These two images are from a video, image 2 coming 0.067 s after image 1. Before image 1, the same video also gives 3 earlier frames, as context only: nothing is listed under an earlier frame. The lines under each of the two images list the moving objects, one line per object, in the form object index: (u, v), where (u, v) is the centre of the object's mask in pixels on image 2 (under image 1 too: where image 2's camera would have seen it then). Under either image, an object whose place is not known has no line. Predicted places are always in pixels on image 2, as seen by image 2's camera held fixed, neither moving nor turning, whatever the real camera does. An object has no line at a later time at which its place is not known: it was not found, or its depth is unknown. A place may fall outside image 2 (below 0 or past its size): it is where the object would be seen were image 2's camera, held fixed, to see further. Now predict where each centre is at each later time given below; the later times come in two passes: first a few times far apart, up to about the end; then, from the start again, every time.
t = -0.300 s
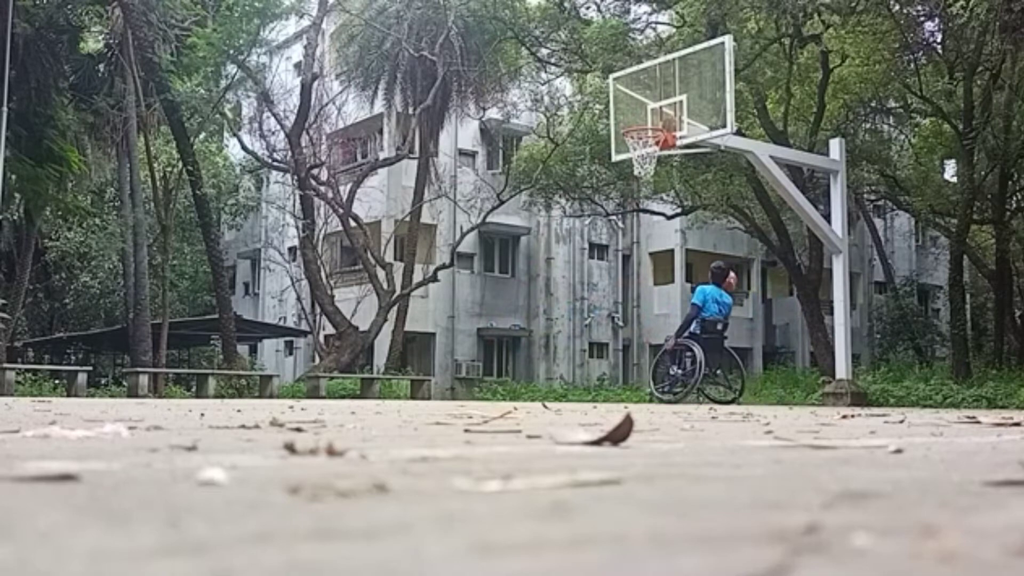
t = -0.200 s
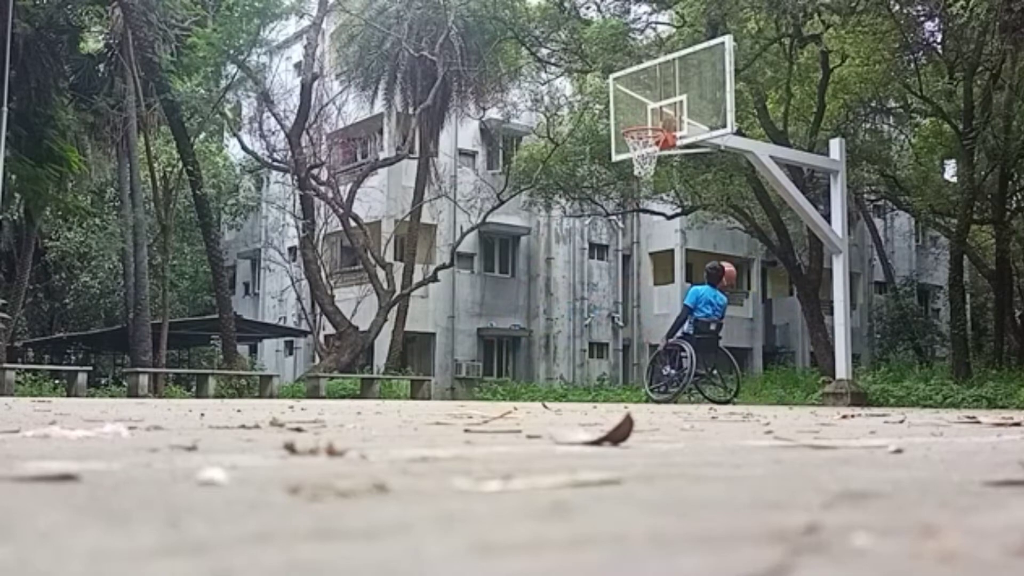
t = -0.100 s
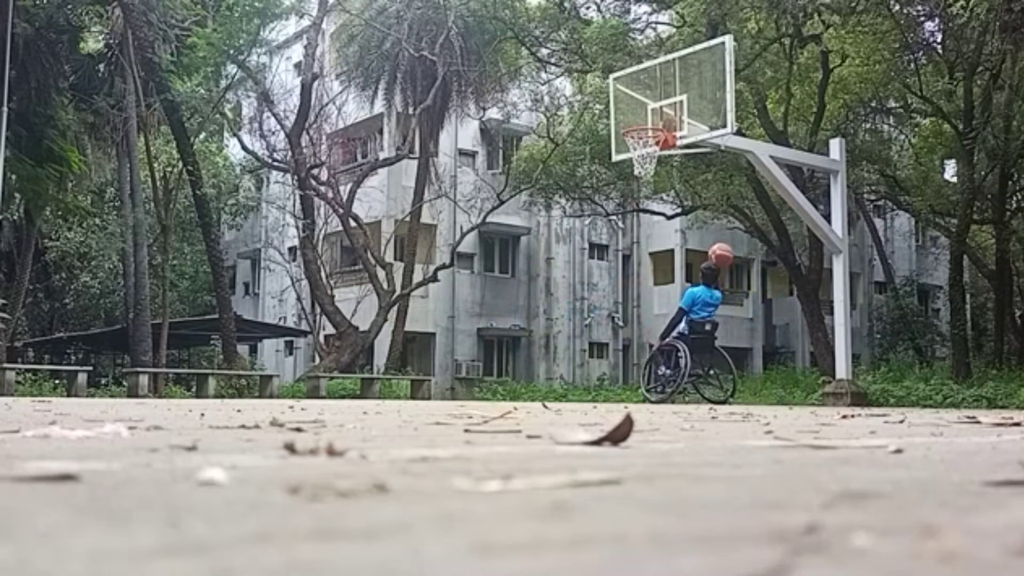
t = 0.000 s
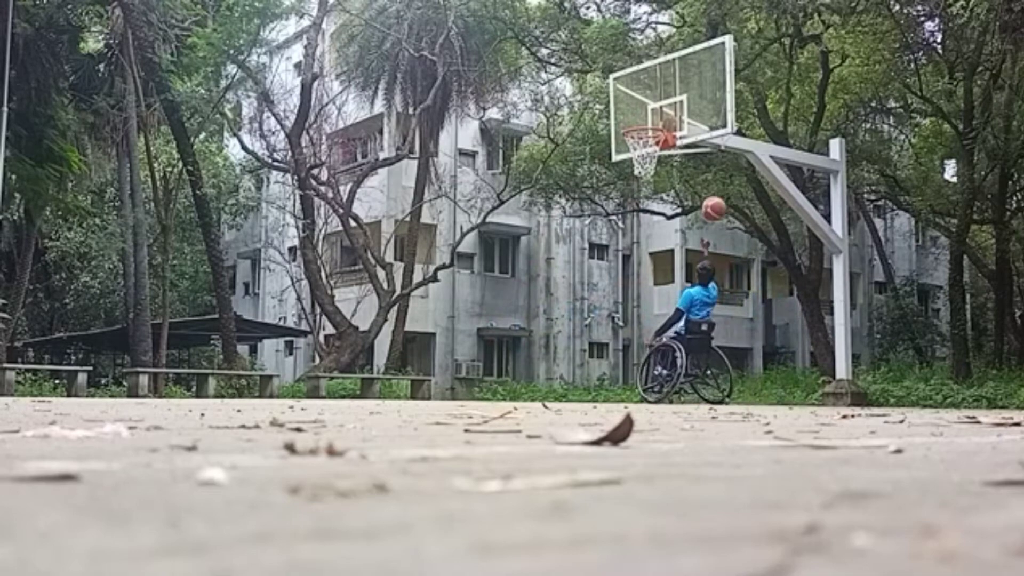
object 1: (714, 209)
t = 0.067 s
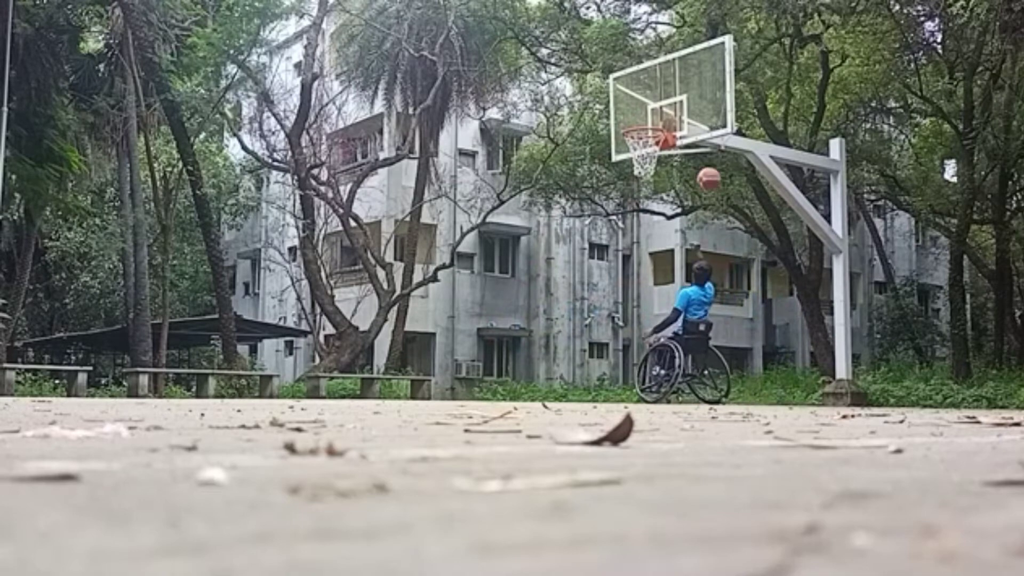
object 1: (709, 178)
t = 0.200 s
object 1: (699, 137)
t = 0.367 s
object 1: (689, 111)
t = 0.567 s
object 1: (661, 116)
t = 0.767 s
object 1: (633, 152)
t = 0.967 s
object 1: (626, 193)
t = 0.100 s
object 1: (706, 167)
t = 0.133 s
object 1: (704, 157)
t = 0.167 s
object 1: (702, 146)
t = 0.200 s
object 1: (699, 137)
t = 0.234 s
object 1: (697, 129)
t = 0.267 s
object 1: (695, 123)
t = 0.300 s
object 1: (693, 118)
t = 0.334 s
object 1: (690, 114)
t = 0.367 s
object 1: (689, 111)
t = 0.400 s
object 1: (684, 109)
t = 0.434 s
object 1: (679, 109)
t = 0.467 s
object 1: (675, 109)
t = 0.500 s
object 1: (670, 110)
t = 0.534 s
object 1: (665, 113)
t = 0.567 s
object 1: (661, 116)
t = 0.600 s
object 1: (655, 118)
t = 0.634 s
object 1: (651, 121)
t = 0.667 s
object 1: (645, 124)
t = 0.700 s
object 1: (640, 136)
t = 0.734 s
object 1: (636, 145)
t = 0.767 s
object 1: (633, 152)
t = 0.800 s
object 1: (631, 156)
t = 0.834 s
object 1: (628, 167)
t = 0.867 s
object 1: (629, 169)
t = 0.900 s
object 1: (629, 175)
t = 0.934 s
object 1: (627, 184)
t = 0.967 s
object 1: (626, 193)
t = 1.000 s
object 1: (626, 201)
